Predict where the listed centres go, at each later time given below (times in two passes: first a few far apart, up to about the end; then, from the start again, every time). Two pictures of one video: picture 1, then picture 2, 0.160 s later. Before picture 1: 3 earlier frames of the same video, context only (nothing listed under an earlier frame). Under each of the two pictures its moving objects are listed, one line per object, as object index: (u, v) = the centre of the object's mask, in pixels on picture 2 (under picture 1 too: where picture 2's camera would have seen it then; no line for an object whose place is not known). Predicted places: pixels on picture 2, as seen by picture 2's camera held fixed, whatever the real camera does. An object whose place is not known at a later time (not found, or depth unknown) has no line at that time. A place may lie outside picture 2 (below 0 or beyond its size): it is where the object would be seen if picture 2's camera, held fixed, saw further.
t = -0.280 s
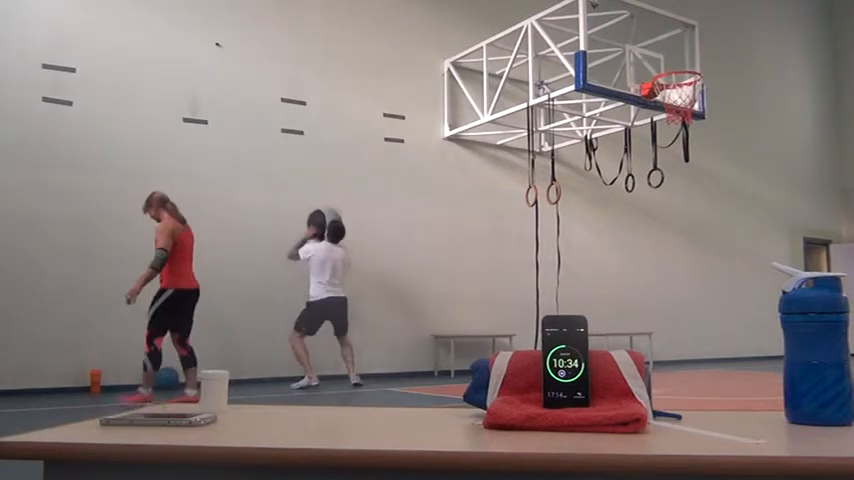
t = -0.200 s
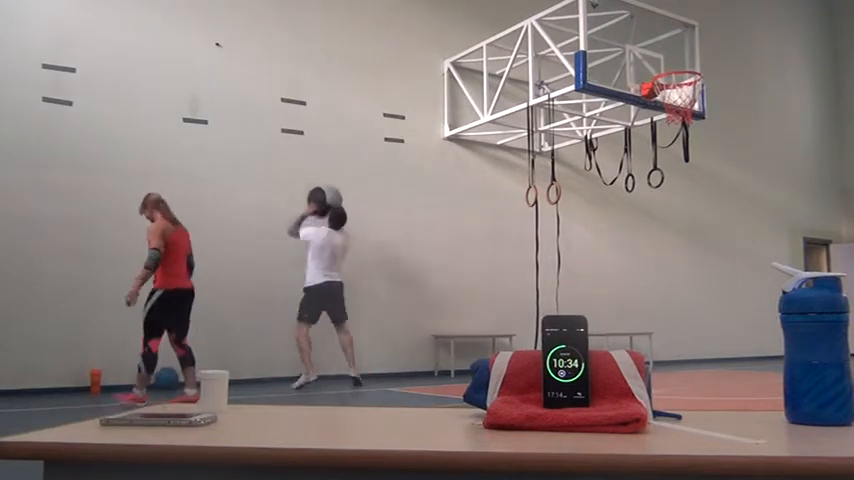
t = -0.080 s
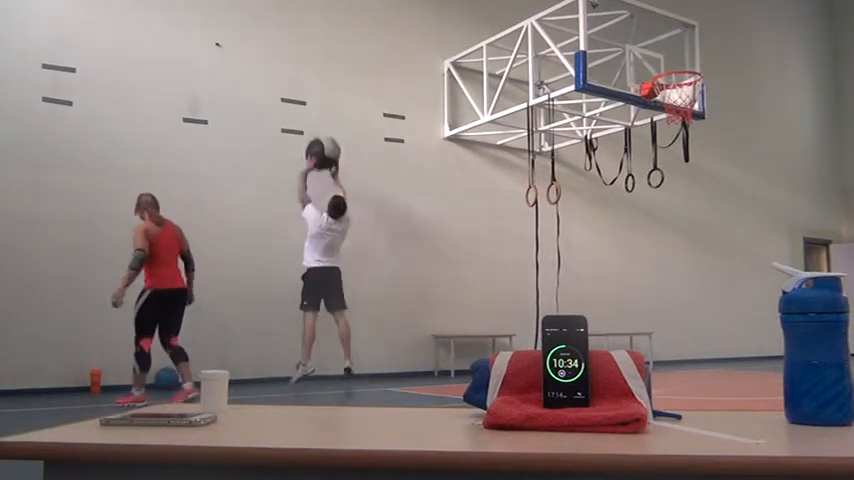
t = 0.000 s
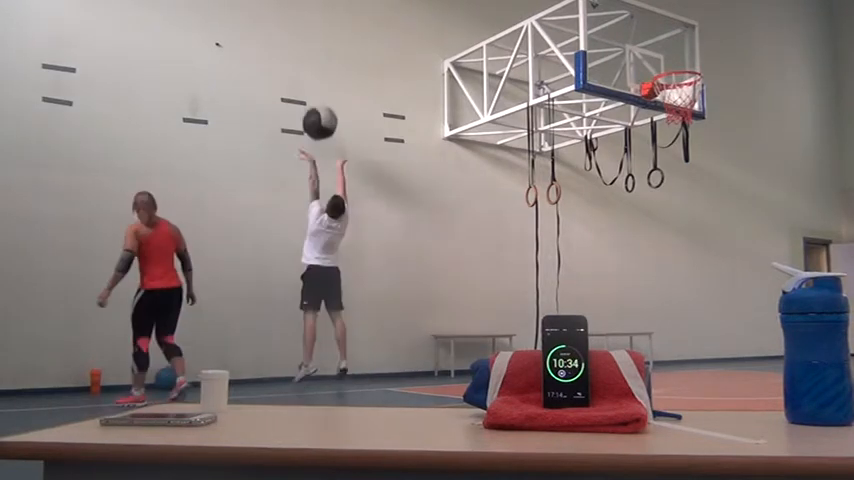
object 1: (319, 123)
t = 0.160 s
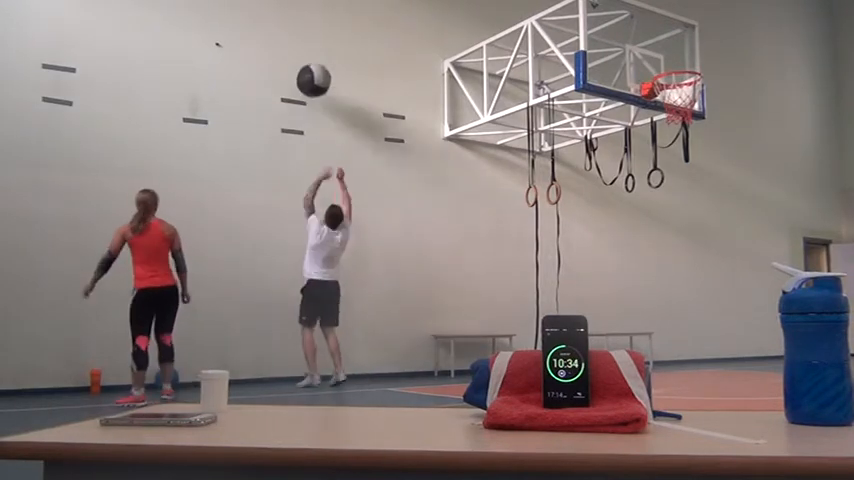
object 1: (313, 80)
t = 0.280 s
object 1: (309, 63)
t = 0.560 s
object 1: (307, 67)
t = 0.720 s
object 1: (309, 98)
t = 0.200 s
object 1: (312, 73)
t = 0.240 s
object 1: (310, 67)
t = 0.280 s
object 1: (309, 63)
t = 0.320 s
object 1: (307, 61)
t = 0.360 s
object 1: (306, 59)
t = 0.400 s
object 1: (304, 60)
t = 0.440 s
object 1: (305, 60)
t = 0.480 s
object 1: (306, 61)
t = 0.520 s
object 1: (306, 64)
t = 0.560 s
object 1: (307, 67)
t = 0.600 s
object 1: (307, 73)
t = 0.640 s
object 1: (308, 80)
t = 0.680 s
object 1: (308, 88)
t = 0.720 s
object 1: (309, 98)
